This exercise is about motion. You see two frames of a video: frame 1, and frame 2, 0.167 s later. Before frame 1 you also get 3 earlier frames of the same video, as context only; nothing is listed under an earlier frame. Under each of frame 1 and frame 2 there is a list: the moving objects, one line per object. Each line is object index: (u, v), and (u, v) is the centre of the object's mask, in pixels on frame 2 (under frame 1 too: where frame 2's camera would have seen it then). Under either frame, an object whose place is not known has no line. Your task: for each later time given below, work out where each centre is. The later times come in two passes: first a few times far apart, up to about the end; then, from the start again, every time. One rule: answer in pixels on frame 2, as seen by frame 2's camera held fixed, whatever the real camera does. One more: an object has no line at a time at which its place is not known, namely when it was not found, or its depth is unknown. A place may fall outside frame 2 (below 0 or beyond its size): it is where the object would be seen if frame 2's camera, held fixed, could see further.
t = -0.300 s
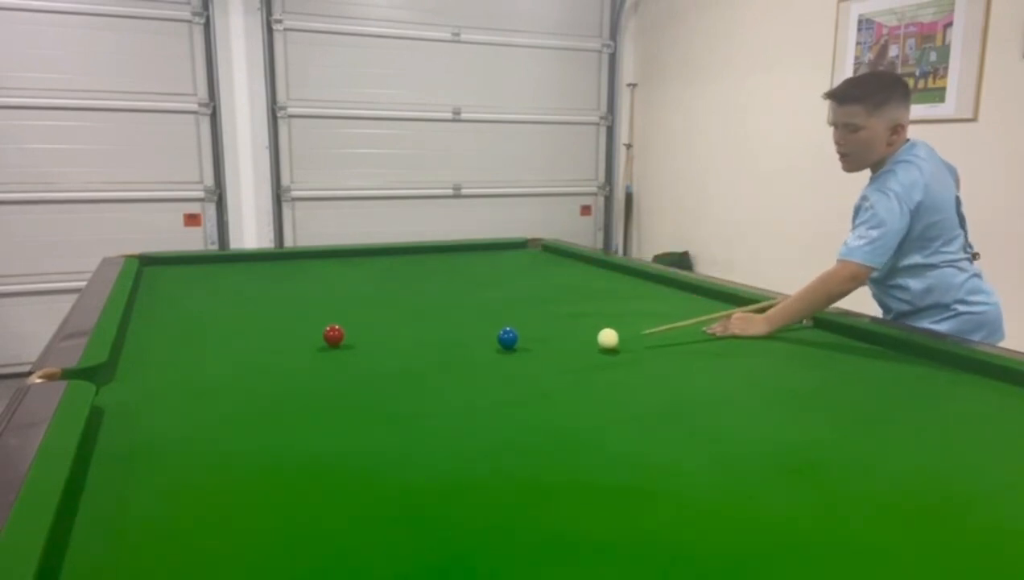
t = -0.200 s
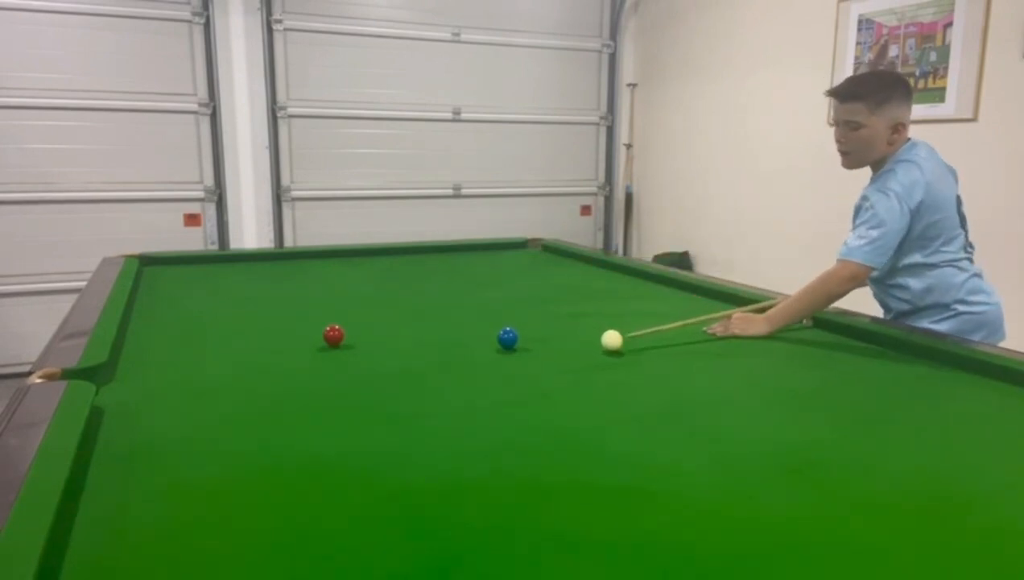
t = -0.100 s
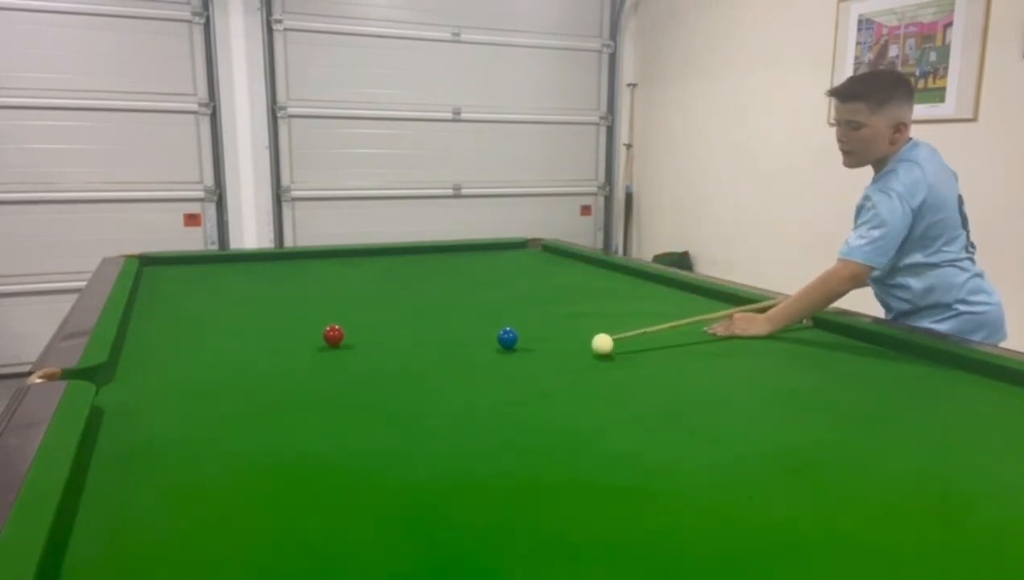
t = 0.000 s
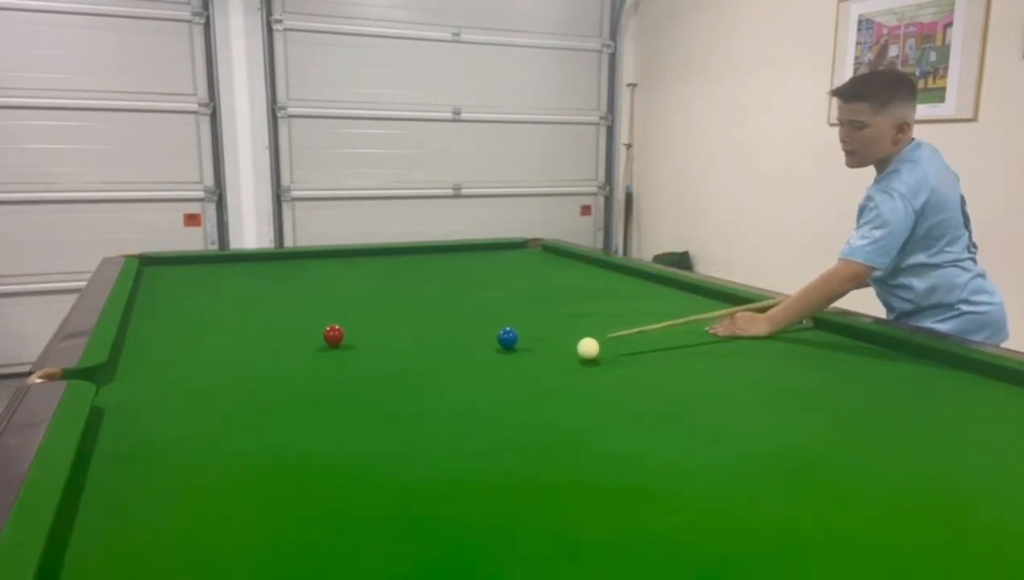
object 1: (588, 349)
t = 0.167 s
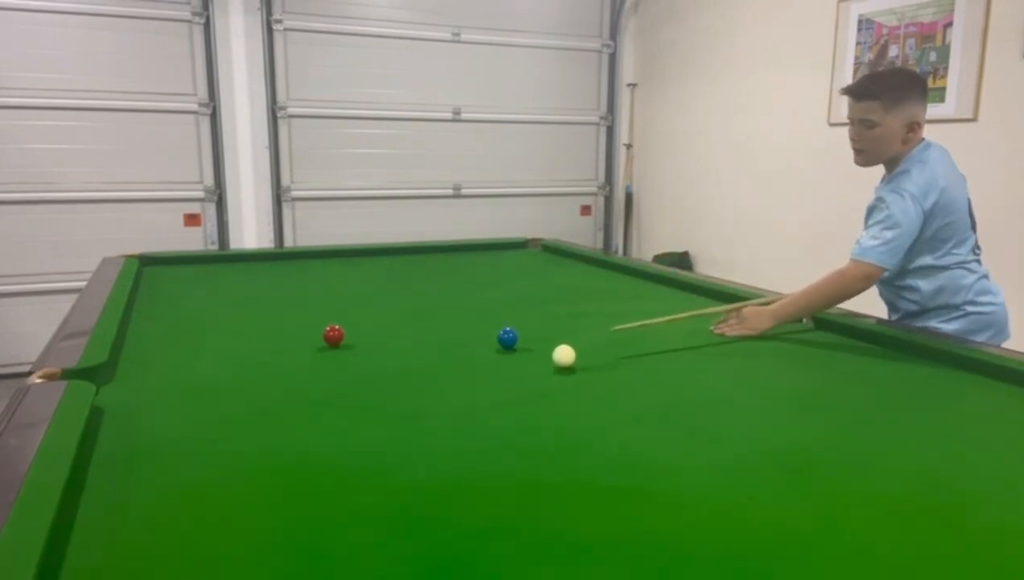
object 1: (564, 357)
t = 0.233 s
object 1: (554, 360)
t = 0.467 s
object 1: (517, 371)
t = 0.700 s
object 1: (479, 383)
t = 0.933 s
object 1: (438, 396)
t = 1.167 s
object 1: (394, 409)
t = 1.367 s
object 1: (354, 421)
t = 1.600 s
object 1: (305, 435)
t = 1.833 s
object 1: (255, 451)
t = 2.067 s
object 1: (202, 467)
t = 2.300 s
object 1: (148, 484)
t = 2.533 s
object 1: (94, 500)
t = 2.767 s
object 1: (103, 506)
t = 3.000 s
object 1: (129, 507)
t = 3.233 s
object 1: (151, 508)
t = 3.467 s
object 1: (170, 508)
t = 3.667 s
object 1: (182, 509)
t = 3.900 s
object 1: (193, 509)
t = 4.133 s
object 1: (199, 510)
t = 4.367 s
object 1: (201, 510)
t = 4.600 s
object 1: (201, 510)
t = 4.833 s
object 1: (201, 510)
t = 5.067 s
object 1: (201, 510)
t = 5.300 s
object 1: (201, 510)
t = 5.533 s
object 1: (201, 510)
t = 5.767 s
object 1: (201, 510)
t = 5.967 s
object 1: (201, 509)
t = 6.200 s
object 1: (201, 509)
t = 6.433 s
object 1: (201, 509)
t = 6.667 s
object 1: (201, 509)
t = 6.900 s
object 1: (201, 509)
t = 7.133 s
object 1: (201, 509)
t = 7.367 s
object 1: (201, 509)
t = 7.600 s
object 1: (201, 509)
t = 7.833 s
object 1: (201, 509)
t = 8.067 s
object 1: (201, 509)
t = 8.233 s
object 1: (201, 509)
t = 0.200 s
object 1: (559, 358)
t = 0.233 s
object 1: (554, 360)
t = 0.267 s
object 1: (549, 361)
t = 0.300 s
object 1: (544, 363)
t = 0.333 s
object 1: (539, 365)
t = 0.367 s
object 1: (533, 366)
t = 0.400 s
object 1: (528, 368)
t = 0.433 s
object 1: (523, 369)
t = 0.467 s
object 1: (517, 371)
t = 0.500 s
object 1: (512, 372)
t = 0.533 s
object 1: (506, 374)
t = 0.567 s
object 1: (501, 376)
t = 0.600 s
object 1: (495, 378)
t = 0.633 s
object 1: (490, 380)
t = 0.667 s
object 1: (484, 381)
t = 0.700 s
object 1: (479, 383)
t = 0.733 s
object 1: (473, 384)
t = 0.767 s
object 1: (467, 386)
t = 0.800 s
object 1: (461, 388)
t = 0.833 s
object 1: (455, 390)
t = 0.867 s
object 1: (449, 392)
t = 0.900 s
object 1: (443, 393)
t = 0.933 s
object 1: (438, 396)
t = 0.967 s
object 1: (431, 397)
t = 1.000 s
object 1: (425, 399)
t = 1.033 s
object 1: (419, 401)
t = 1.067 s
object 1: (413, 403)
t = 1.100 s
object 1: (407, 405)
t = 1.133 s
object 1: (400, 407)
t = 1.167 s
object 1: (394, 409)
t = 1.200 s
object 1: (387, 411)
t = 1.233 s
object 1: (381, 412)
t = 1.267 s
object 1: (374, 415)
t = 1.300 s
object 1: (367, 416)
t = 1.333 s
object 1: (361, 419)
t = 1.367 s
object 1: (354, 421)
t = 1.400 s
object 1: (347, 423)
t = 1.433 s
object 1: (340, 425)
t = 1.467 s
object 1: (334, 427)
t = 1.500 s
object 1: (326, 429)
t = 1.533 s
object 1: (319, 431)
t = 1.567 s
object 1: (312, 433)
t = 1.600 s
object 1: (305, 435)
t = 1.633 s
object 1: (298, 438)
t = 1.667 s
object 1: (291, 440)
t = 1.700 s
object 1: (284, 442)
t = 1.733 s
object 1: (276, 444)
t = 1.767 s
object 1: (269, 446)
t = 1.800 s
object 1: (262, 449)
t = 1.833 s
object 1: (255, 451)
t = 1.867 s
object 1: (247, 453)
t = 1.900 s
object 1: (240, 455)
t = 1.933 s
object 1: (232, 457)
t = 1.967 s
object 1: (225, 460)
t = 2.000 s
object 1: (217, 462)
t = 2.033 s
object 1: (210, 465)
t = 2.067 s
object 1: (202, 467)
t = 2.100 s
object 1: (194, 469)
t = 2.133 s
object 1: (187, 472)
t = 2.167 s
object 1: (179, 474)
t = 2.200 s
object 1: (171, 477)
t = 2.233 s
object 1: (164, 479)
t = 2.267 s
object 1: (156, 481)
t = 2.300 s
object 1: (148, 484)
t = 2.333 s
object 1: (141, 486)
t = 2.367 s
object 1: (133, 488)
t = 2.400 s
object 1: (125, 491)
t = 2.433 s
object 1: (117, 493)
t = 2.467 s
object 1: (110, 496)
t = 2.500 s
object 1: (102, 498)
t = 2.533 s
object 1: (94, 500)
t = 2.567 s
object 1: (86, 503)
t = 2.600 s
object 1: (82, 504)
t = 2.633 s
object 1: (87, 505)
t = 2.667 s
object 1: (91, 505)
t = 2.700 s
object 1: (95, 505)
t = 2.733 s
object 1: (99, 505)
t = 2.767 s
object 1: (103, 506)
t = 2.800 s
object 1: (107, 506)
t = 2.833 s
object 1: (111, 506)
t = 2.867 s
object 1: (114, 506)
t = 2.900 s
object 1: (118, 506)
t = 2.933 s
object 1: (122, 506)
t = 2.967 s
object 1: (125, 507)
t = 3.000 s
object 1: (129, 507)
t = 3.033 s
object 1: (132, 507)
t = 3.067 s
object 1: (136, 507)
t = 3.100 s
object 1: (139, 508)
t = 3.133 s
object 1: (142, 508)
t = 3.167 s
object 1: (145, 508)
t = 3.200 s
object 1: (148, 508)
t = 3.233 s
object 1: (151, 508)
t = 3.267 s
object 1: (154, 508)
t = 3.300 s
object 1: (156, 508)
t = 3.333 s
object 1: (159, 508)
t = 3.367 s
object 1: (162, 508)
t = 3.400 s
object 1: (164, 508)
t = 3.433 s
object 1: (167, 508)
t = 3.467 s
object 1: (170, 508)
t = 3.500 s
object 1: (172, 509)
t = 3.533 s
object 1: (174, 509)
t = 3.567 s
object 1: (176, 509)
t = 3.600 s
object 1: (178, 509)
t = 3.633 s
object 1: (180, 509)
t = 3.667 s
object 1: (182, 509)
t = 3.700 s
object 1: (183, 509)
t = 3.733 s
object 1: (185, 509)
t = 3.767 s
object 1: (187, 509)
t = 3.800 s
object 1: (188, 509)
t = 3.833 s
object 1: (190, 509)
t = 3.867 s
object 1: (191, 509)
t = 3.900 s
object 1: (193, 509)
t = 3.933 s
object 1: (194, 510)
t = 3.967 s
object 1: (195, 510)
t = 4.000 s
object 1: (196, 510)
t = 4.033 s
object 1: (197, 509)
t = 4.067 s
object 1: (198, 510)
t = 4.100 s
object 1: (199, 509)
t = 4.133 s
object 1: (199, 510)
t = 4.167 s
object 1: (200, 510)
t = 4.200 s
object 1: (200, 510)
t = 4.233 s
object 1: (201, 510)
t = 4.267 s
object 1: (201, 510)
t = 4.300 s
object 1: (201, 510)
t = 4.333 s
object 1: (201, 510)
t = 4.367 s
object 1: (201, 510)
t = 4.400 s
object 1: (201, 510)
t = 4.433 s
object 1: (201, 510)
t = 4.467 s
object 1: (201, 510)
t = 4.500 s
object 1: (201, 510)
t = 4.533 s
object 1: (201, 510)
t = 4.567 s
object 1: (201, 510)
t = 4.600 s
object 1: (201, 510)
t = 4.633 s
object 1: (201, 510)
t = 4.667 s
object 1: (201, 510)
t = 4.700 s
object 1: (201, 510)
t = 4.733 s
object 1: (201, 510)
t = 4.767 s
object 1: (201, 510)
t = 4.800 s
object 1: (201, 510)
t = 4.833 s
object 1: (201, 510)
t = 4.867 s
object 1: (201, 510)
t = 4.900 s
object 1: (201, 510)
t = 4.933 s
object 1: (201, 510)
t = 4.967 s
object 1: (201, 510)
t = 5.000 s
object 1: (201, 510)
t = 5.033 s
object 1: (201, 510)
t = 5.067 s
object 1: (201, 510)
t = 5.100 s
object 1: (201, 510)
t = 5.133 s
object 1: (201, 510)
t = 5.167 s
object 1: (201, 510)
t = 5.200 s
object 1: (201, 510)
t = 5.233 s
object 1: (201, 510)
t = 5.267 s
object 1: (201, 510)
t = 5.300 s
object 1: (201, 510)
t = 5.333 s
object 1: (201, 510)
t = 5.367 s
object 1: (201, 510)
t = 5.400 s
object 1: (201, 510)
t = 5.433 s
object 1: (201, 510)
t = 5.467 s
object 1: (201, 510)
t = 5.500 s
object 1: (201, 510)
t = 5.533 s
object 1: (201, 510)
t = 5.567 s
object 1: (201, 510)
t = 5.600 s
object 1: (201, 510)
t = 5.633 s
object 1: (201, 510)
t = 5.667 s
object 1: (201, 510)
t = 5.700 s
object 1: (201, 510)
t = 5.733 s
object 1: (201, 510)
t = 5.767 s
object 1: (201, 510)
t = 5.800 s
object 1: (201, 509)
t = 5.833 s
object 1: (201, 510)
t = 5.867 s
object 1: (201, 510)
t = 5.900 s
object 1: (201, 509)
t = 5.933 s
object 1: (201, 509)
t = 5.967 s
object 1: (201, 509)
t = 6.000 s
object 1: (201, 509)
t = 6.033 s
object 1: (201, 509)
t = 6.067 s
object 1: (201, 509)
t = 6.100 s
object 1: (201, 509)
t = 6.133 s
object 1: (201, 509)
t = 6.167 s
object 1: (201, 509)
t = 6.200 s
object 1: (201, 509)
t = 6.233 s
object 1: (201, 509)
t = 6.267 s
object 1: (201, 509)
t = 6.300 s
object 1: (201, 509)
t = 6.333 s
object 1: (201, 509)
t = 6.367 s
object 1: (201, 509)
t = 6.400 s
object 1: (201, 509)
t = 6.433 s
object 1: (201, 509)
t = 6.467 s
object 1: (201, 509)
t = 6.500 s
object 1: (201, 509)
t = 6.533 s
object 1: (201, 509)
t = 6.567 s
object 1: (201, 509)
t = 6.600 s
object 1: (201, 509)
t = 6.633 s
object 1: (201, 509)
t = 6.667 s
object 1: (201, 509)
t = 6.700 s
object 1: (201, 509)
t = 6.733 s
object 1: (201, 509)
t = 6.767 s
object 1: (201, 509)
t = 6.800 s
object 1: (201, 509)
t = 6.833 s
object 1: (201, 510)
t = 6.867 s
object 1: (201, 510)
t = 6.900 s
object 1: (201, 509)
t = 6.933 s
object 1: (201, 509)
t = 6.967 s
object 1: (201, 509)
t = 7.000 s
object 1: (201, 509)
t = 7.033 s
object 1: (201, 509)
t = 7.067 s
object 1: (201, 509)
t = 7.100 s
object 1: (201, 509)
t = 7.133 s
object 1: (201, 509)
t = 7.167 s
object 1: (201, 509)
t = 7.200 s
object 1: (201, 509)
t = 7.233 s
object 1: (201, 509)
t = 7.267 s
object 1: (201, 509)
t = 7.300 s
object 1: (201, 509)
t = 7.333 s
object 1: (201, 509)
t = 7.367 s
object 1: (201, 509)
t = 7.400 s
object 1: (201, 509)
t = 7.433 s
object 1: (201, 509)
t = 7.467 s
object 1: (201, 509)
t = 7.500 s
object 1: (201, 509)
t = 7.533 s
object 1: (201, 509)
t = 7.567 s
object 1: (201, 509)
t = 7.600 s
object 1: (201, 509)
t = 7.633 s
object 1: (201, 509)
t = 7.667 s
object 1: (201, 509)
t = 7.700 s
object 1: (201, 509)
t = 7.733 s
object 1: (201, 509)
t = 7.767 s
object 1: (201, 509)
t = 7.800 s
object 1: (201, 509)
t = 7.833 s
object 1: (201, 509)
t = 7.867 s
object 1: (201, 509)
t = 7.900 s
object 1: (201, 509)
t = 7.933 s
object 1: (201, 509)
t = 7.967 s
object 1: (201, 509)
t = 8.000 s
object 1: (201, 509)
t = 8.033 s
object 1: (201, 509)
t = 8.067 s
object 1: (201, 509)
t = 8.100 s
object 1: (201, 509)
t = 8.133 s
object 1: (201, 509)
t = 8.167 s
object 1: (201, 509)
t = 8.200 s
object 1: (201, 509)
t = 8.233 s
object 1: (201, 509)
